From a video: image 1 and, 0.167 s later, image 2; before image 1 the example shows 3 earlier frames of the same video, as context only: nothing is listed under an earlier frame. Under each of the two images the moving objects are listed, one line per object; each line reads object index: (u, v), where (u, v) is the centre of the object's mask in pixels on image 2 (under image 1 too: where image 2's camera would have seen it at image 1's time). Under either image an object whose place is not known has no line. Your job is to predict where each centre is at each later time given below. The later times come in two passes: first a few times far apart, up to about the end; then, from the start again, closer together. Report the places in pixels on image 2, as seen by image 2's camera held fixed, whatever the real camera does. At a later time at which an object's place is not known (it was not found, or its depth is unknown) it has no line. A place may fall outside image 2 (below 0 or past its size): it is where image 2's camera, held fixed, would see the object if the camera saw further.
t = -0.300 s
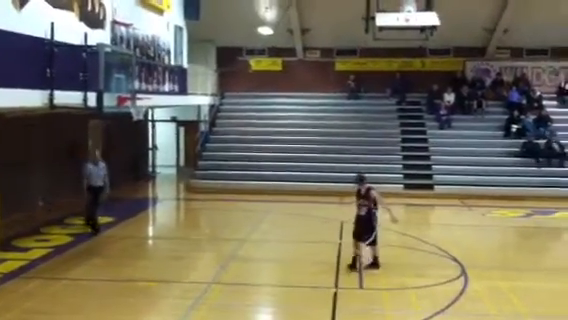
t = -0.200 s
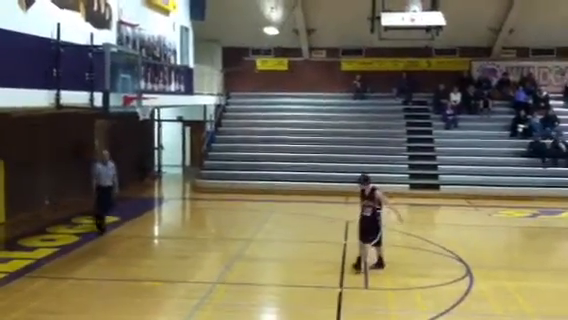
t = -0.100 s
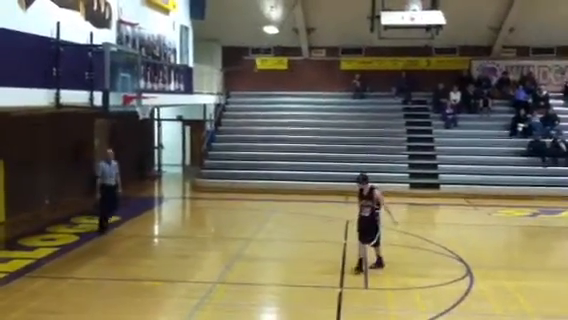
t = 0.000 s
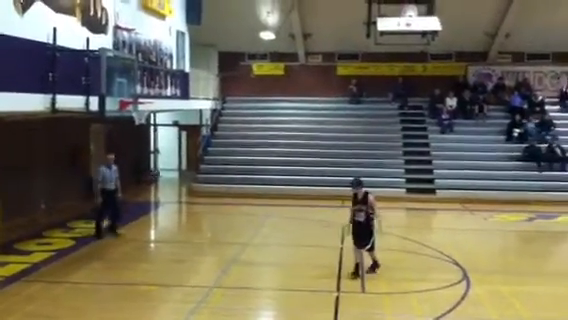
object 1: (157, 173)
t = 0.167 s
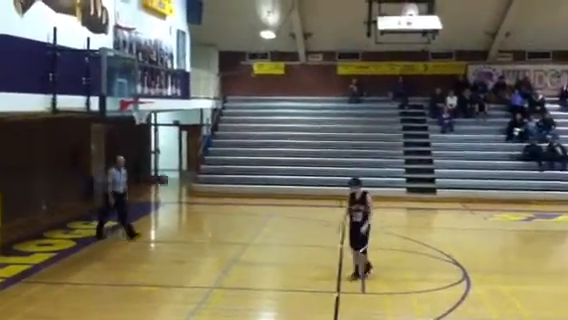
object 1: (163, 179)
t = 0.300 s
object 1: (168, 192)
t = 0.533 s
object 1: (178, 234)
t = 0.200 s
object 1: (164, 181)
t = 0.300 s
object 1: (168, 192)
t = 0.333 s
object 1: (169, 196)
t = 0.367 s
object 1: (171, 201)
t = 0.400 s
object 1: (172, 207)
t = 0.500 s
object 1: (176, 227)
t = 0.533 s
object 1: (178, 234)
